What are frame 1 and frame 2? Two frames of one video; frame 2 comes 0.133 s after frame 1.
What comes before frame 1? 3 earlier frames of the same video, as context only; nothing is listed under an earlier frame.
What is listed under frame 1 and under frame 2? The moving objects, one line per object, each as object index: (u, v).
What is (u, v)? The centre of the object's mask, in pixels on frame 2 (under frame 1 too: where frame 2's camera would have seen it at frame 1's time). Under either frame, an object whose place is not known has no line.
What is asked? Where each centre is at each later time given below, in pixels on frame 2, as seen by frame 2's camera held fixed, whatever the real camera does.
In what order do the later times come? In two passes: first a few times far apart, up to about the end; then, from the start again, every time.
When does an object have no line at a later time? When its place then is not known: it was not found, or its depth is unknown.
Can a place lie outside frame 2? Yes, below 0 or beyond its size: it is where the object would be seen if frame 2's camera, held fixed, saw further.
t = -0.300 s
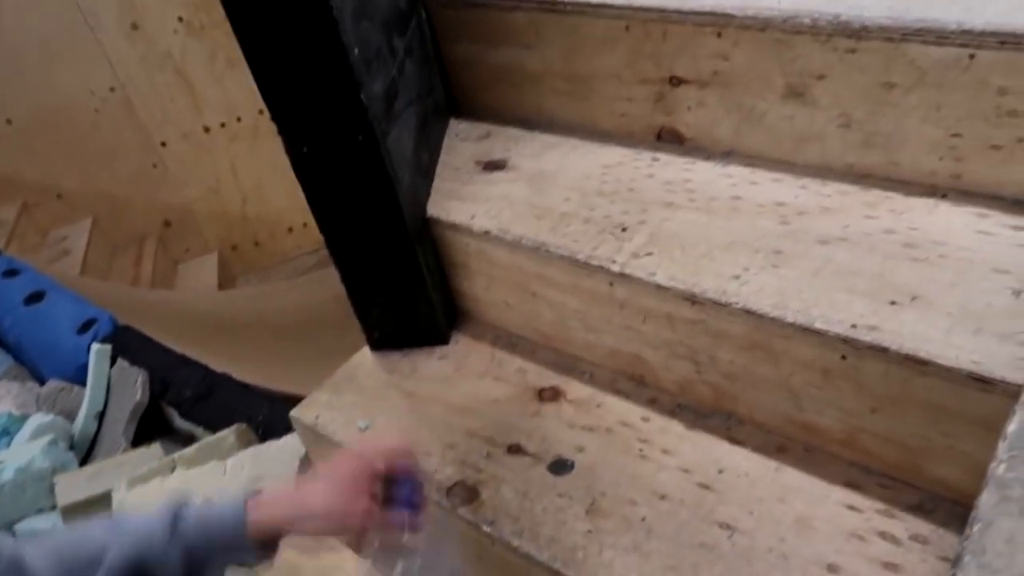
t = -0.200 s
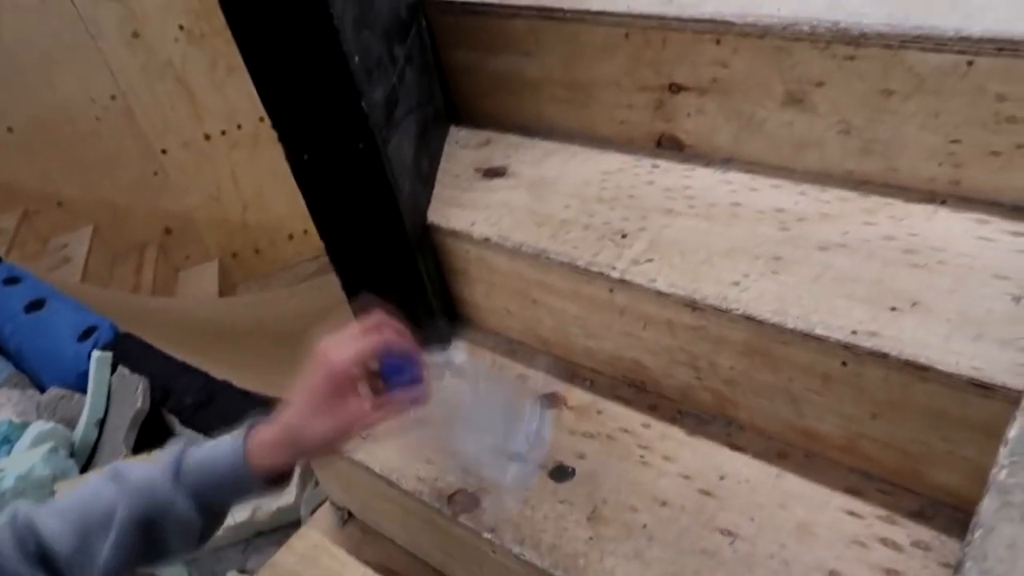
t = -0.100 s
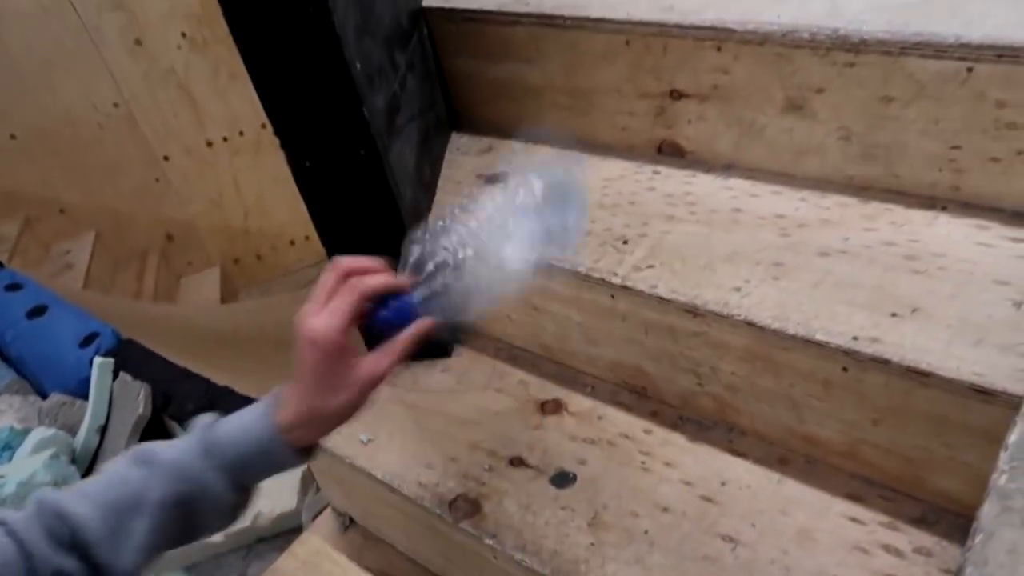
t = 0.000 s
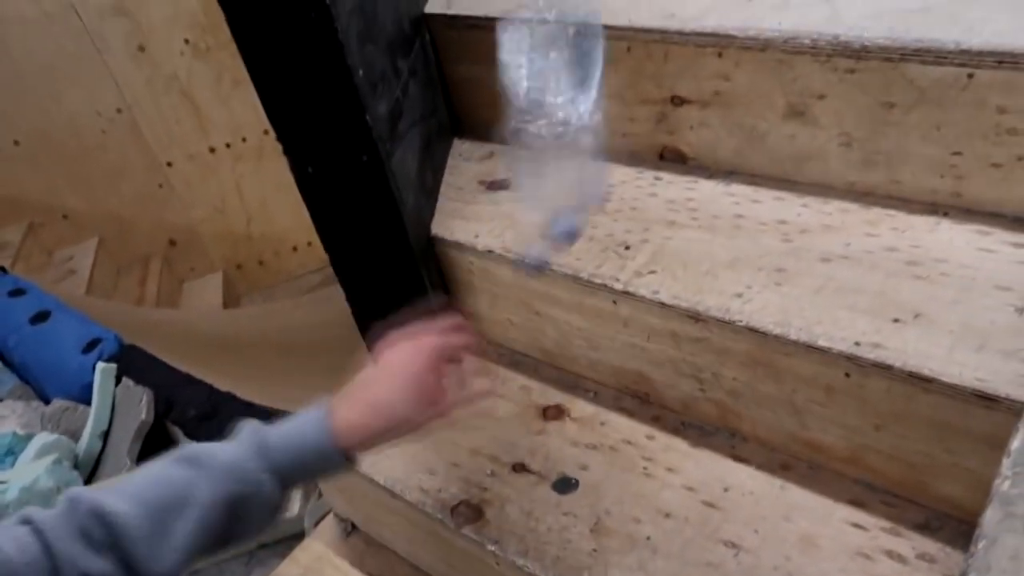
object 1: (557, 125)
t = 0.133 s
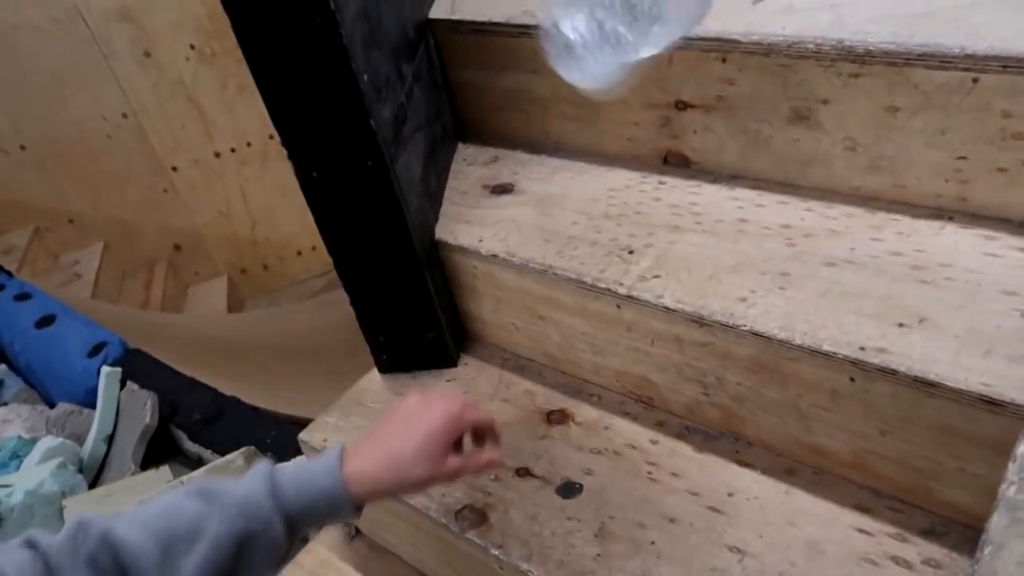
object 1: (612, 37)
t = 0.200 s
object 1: (649, 64)
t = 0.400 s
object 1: (724, 202)
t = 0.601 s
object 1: (740, 186)
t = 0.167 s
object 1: (627, 48)
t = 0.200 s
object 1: (649, 64)
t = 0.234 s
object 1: (670, 82)
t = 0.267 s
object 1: (689, 109)
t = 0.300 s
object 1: (703, 152)
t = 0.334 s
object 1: (715, 202)
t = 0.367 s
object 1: (719, 206)
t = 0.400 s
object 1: (724, 202)
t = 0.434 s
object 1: (727, 198)
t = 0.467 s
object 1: (733, 195)
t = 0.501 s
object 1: (737, 191)
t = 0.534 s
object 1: (740, 188)
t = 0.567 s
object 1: (741, 186)
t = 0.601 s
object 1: (740, 186)
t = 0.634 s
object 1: (737, 187)
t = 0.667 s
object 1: (731, 189)
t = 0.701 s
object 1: (725, 192)
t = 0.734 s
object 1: (725, 192)
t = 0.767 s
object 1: (725, 193)
